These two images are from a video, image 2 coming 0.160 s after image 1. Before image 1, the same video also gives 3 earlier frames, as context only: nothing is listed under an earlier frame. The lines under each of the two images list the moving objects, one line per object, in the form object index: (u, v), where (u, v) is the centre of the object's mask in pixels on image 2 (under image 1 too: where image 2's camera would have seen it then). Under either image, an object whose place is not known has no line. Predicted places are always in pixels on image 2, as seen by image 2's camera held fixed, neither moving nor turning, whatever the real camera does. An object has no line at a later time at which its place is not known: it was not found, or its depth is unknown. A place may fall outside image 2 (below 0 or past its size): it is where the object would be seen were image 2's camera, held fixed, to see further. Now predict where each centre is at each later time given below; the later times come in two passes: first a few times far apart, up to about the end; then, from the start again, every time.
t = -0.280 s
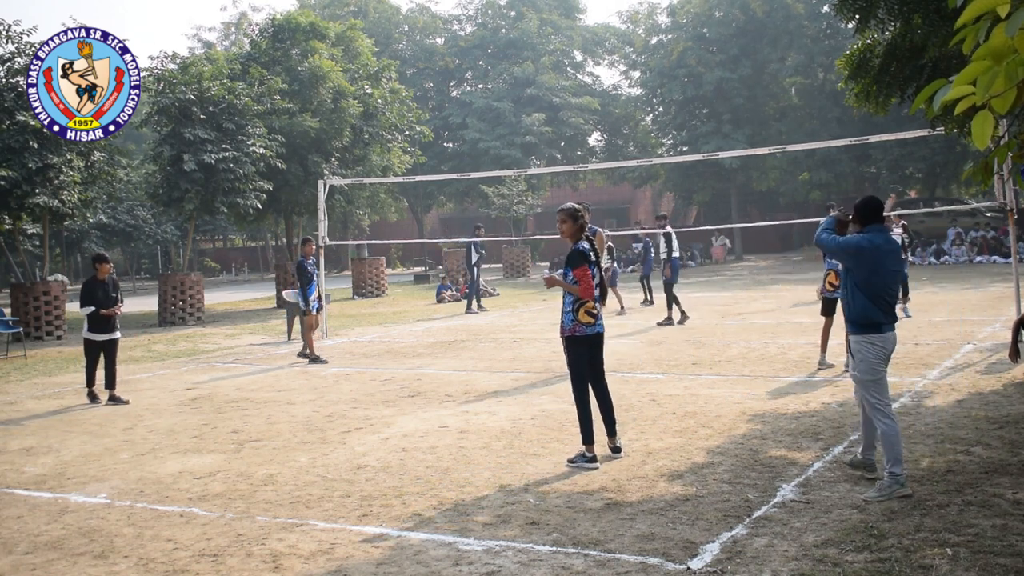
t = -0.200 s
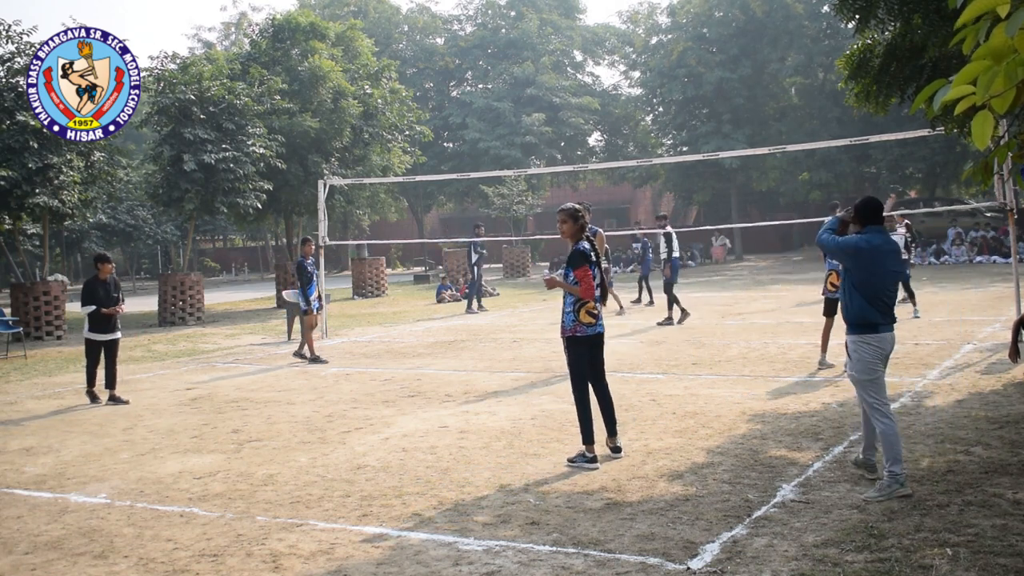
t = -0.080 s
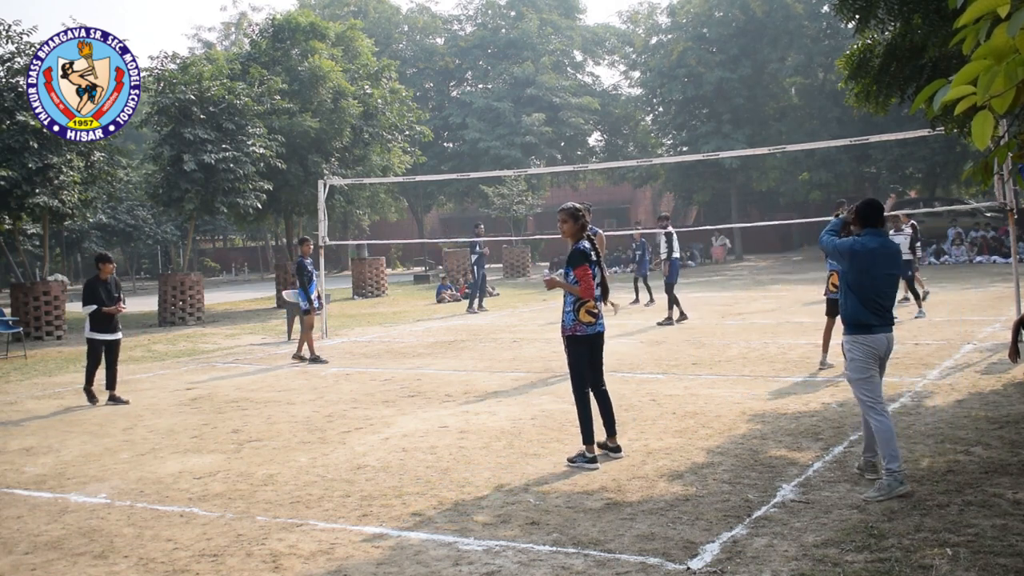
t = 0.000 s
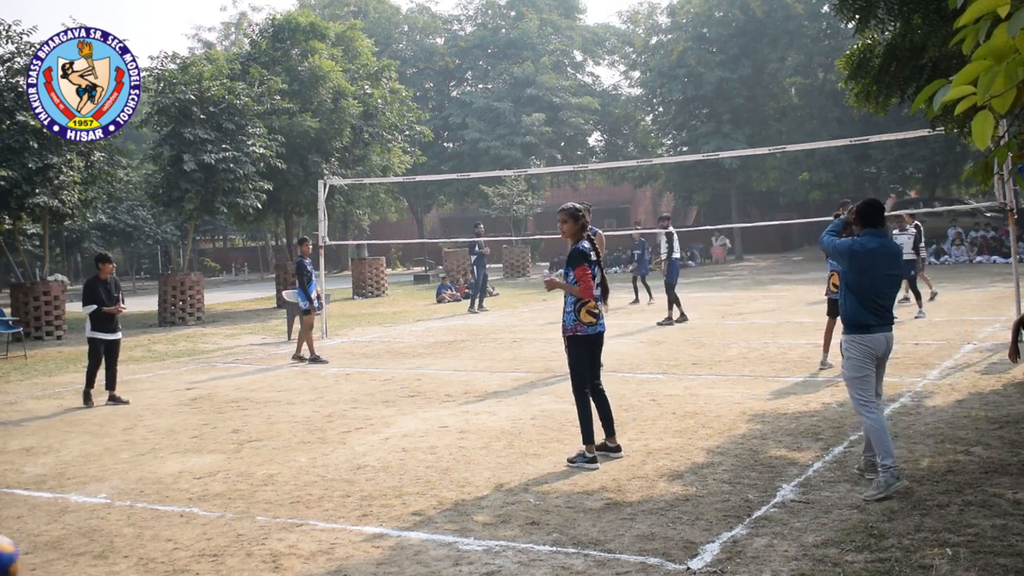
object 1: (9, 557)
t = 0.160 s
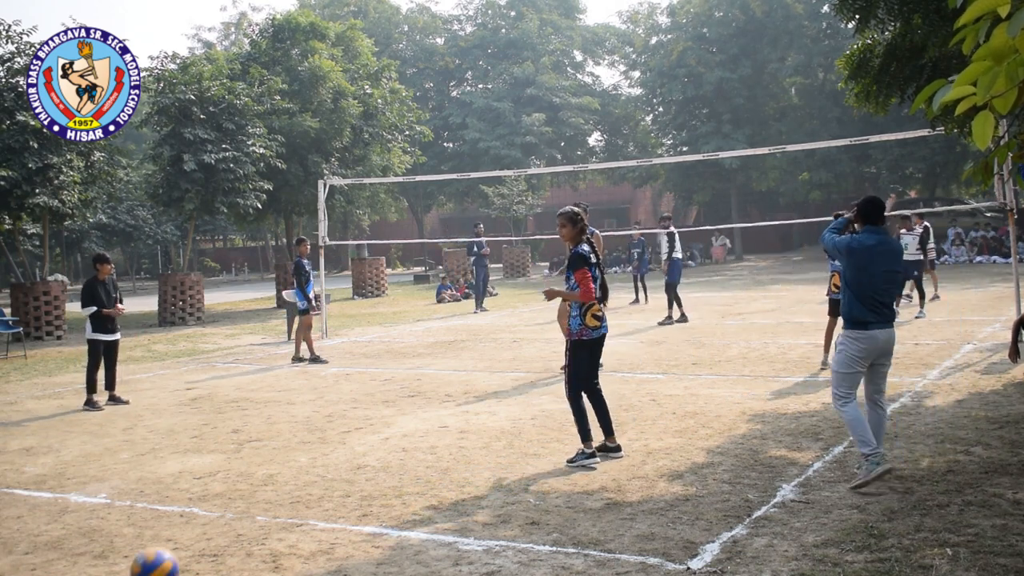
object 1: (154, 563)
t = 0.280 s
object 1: (234, 477)
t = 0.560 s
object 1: (377, 414)
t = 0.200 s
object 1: (182, 535)
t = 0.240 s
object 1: (209, 503)
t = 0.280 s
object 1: (234, 477)
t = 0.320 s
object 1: (258, 457)
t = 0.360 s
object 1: (280, 440)
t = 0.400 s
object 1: (301, 428)
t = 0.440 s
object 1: (321, 420)
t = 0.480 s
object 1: (341, 416)
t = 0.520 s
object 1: (359, 413)
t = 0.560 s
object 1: (377, 414)
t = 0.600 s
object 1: (393, 418)
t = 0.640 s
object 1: (409, 424)
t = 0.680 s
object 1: (424, 433)
